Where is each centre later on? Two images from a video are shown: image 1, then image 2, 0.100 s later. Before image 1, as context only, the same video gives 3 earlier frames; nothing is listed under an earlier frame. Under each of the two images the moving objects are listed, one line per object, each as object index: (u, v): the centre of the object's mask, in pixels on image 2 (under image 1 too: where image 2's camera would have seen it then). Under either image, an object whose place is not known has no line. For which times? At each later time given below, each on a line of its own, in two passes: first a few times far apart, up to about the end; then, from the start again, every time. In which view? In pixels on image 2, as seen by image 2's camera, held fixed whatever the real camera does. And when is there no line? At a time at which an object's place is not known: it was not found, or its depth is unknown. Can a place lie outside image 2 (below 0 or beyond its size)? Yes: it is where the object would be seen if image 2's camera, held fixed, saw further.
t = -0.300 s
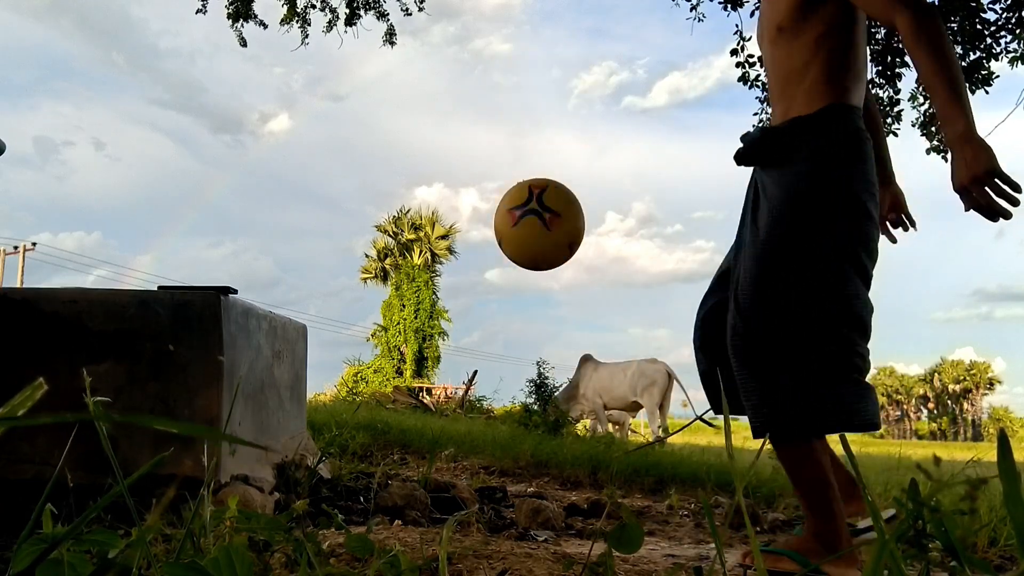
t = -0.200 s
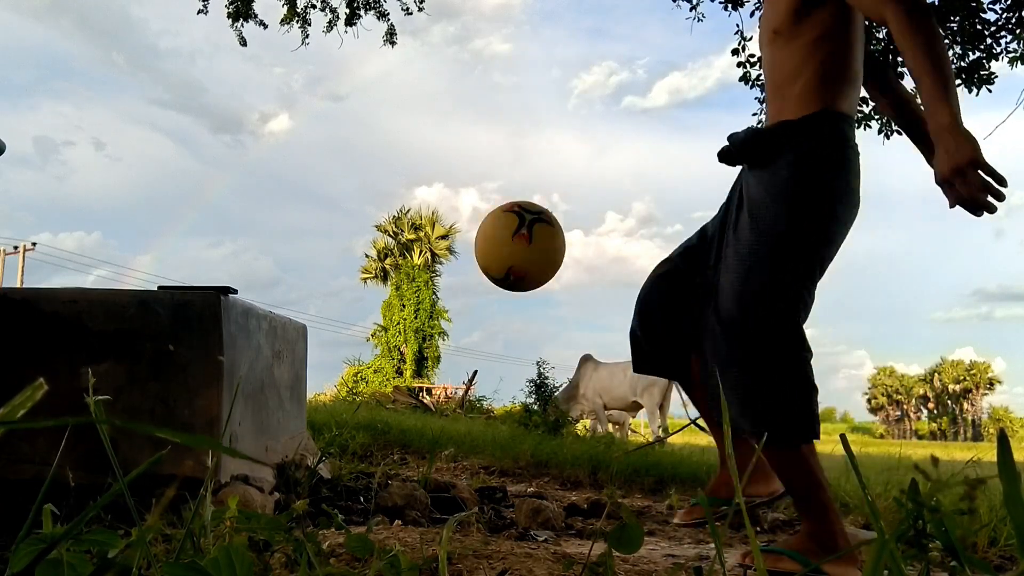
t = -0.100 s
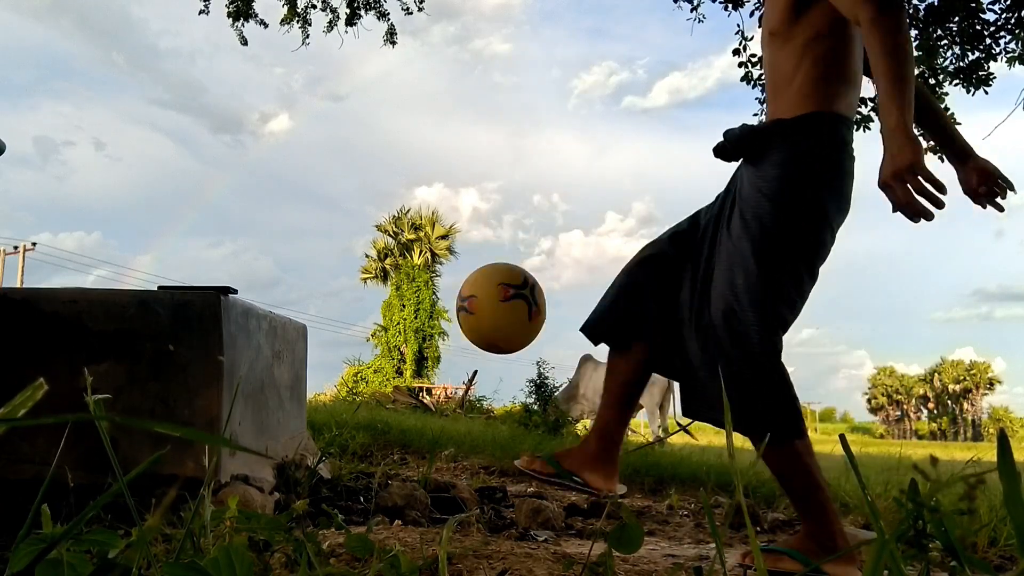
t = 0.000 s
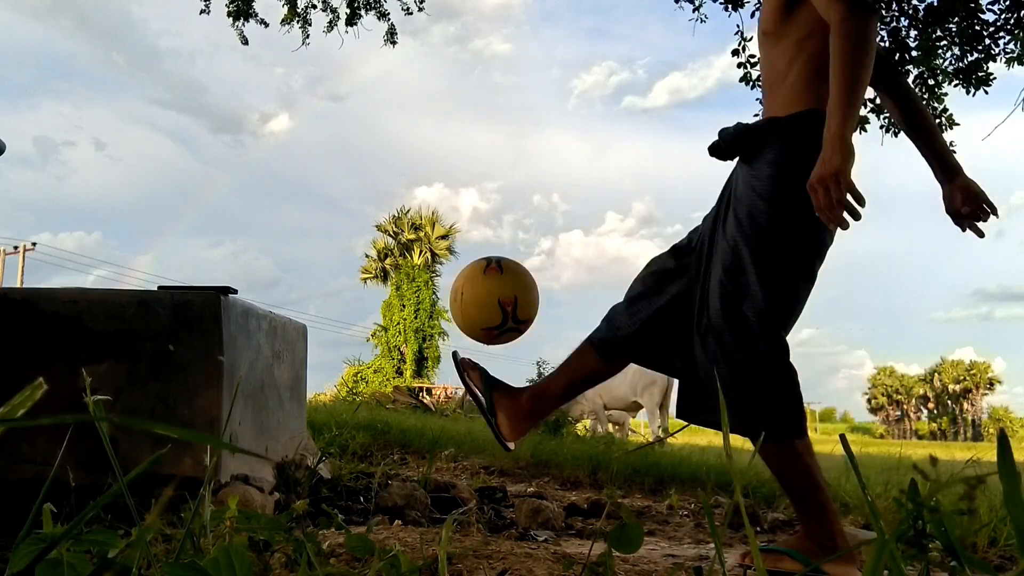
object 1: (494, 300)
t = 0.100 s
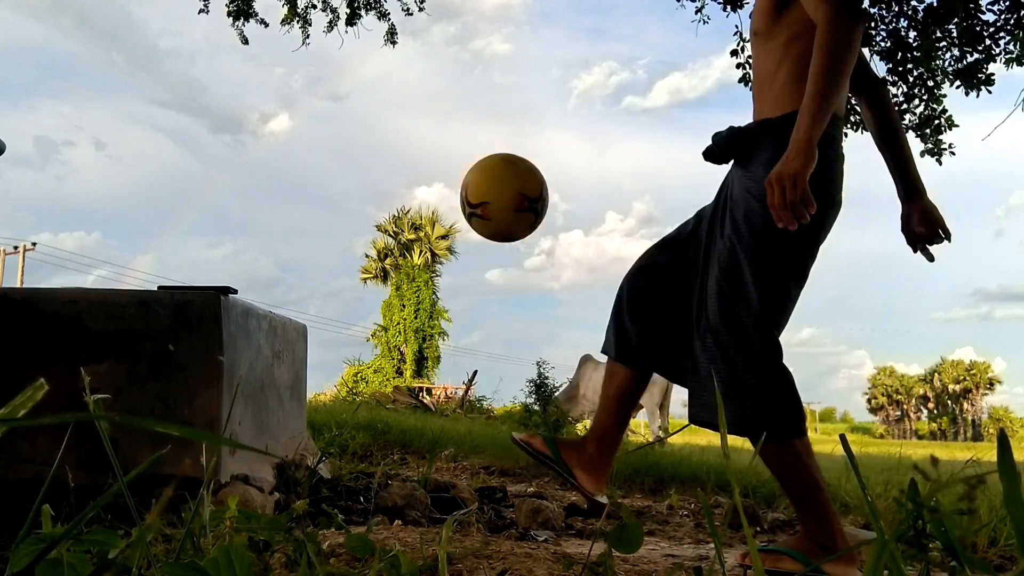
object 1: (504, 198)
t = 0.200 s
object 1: (514, 132)
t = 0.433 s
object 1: (538, 130)
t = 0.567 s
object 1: (550, 229)
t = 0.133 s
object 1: (507, 171)
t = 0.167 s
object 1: (510, 150)
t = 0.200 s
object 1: (514, 132)
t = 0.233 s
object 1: (517, 118)
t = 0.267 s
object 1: (521, 109)
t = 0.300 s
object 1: (525, 104)
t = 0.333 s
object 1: (529, 104)
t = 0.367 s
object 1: (532, 108)
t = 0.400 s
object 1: (535, 117)
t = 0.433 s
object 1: (538, 130)
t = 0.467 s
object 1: (540, 147)
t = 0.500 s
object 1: (543, 170)
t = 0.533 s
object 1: (546, 197)
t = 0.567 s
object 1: (550, 229)
